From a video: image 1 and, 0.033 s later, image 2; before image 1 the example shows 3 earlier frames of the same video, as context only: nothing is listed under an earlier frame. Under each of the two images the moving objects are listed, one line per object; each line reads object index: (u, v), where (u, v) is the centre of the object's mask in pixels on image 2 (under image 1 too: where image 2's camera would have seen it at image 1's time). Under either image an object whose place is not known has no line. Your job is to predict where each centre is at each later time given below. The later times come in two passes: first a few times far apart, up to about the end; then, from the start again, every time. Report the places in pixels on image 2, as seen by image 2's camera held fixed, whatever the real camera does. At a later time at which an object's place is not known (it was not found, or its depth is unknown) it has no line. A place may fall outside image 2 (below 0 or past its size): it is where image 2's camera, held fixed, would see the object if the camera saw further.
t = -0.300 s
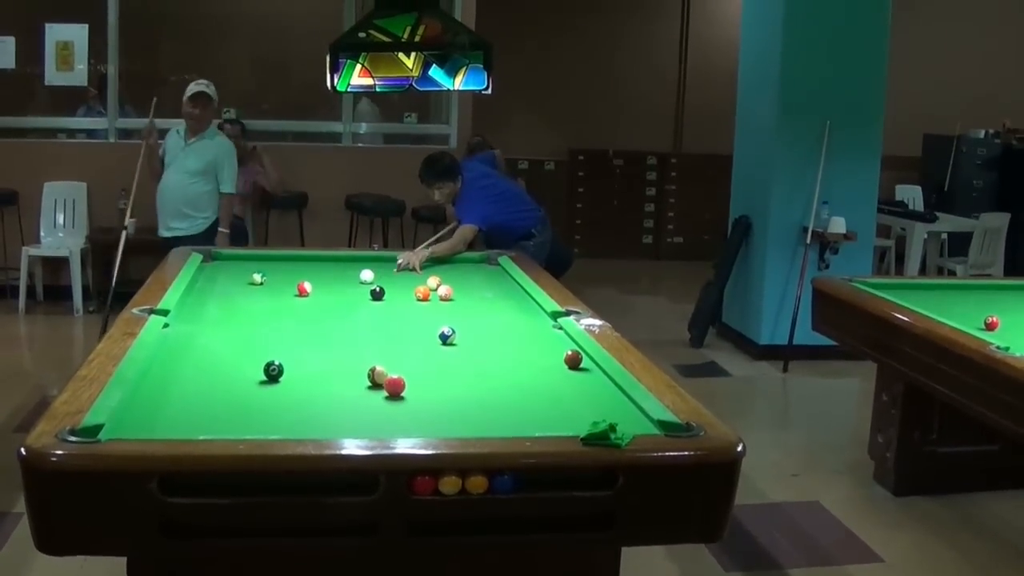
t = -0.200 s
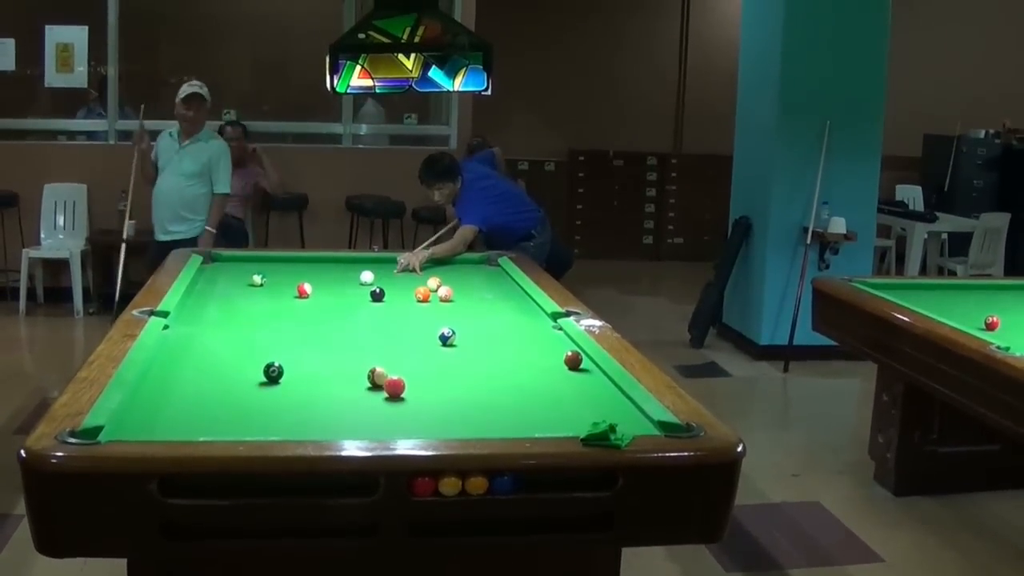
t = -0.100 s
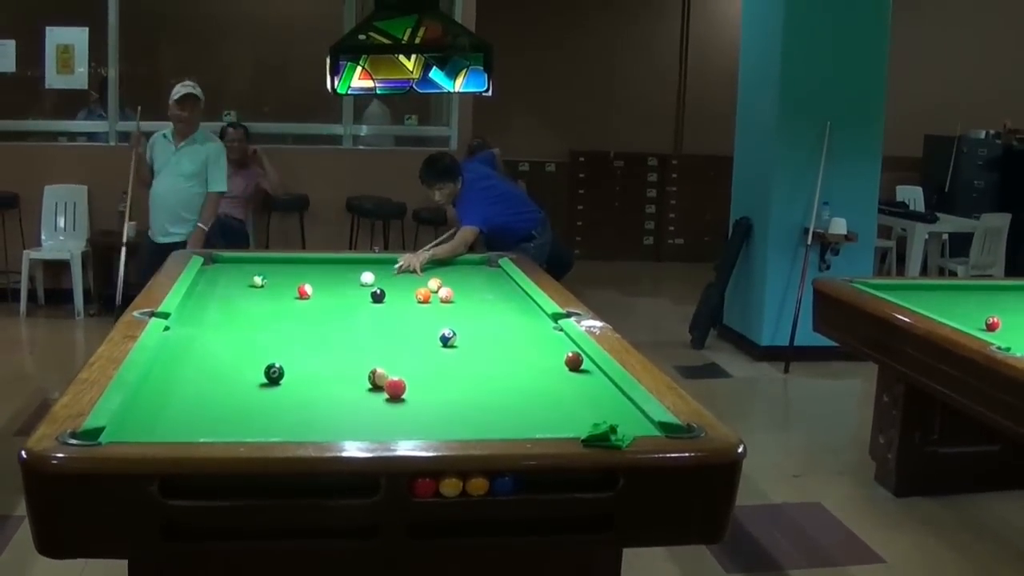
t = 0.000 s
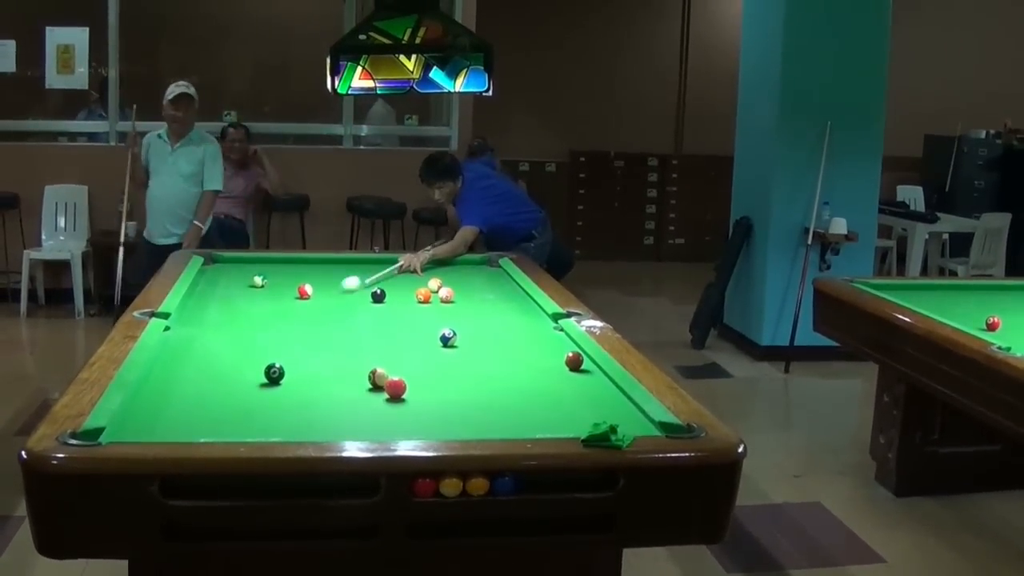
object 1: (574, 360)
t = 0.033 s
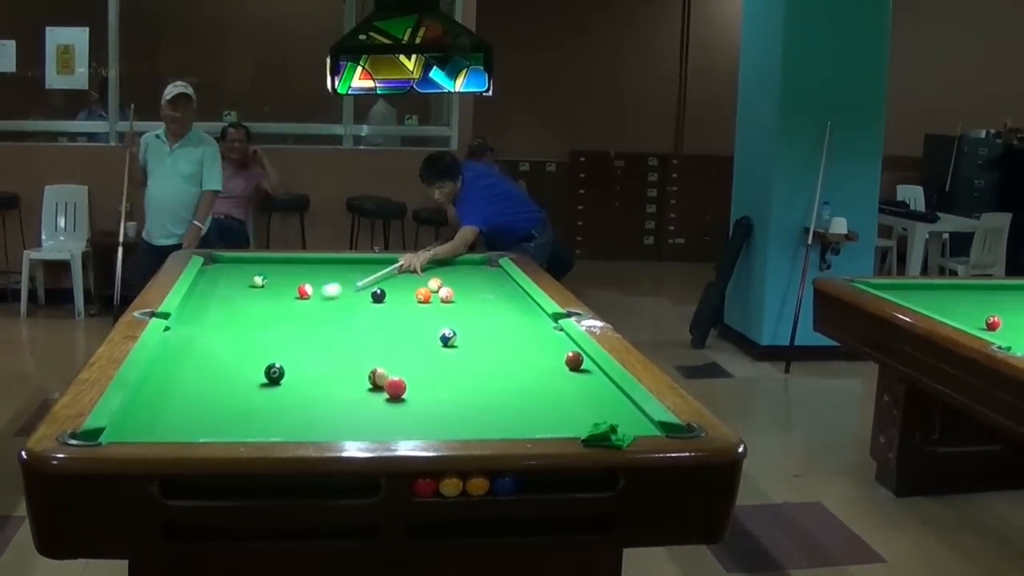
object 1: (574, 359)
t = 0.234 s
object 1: (574, 359)
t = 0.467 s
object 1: (574, 360)
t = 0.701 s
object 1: (574, 359)
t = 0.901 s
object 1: (574, 359)
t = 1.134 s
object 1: (565, 352)
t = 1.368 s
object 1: (516, 344)
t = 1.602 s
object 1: (472, 334)
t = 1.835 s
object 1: (432, 326)
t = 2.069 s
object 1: (394, 318)
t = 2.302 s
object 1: (360, 311)
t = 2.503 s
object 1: (333, 306)
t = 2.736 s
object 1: (304, 300)
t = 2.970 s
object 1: (277, 295)
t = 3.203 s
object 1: (252, 290)
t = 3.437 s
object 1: (229, 285)
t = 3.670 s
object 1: (207, 281)
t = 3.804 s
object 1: (204, 279)
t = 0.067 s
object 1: (574, 359)
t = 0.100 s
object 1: (574, 359)
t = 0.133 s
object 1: (574, 359)
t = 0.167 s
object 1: (574, 359)
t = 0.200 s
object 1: (574, 359)
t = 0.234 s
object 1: (574, 359)
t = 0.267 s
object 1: (574, 359)
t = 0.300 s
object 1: (574, 359)
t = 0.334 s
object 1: (574, 359)
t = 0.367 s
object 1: (574, 360)
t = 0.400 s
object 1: (574, 360)
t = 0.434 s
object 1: (574, 360)
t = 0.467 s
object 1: (574, 360)
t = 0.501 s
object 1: (574, 360)
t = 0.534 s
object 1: (574, 359)
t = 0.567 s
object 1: (574, 359)
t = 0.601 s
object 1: (574, 359)
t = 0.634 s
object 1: (574, 360)
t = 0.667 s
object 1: (574, 360)
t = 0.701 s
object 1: (574, 359)
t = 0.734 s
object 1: (574, 360)
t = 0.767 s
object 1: (574, 359)
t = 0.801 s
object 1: (574, 359)
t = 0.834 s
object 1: (574, 359)
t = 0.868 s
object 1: (574, 359)
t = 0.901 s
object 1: (574, 359)
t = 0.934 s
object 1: (574, 359)
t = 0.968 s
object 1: (574, 359)
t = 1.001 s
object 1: (574, 359)
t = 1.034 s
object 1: (575, 359)
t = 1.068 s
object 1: (581, 356)
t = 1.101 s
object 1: (575, 351)
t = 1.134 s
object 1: (565, 352)
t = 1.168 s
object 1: (557, 352)
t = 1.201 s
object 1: (550, 350)
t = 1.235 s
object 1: (543, 349)
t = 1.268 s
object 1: (536, 347)
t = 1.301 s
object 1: (529, 346)
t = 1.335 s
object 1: (523, 344)
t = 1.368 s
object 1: (516, 344)
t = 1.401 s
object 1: (509, 342)
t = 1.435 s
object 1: (503, 340)
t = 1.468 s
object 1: (497, 339)
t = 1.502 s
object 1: (490, 338)
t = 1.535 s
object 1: (484, 337)
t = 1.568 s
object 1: (478, 335)
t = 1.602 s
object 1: (472, 334)
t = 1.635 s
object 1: (466, 333)
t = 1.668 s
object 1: (461, 331)
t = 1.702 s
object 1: (456, 329)
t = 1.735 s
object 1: (449, 325)
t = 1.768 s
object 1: (441, 326)
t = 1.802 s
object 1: (436, 327)
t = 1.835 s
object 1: (432, 326)
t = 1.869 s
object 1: (426, 325)
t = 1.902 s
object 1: (420, 324)
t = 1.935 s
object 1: (415, 323)
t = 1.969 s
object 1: (410, 322)
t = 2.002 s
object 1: (405, 320)
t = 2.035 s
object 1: (399, 320)
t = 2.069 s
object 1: (394, 318)
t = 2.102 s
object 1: (389, 317)
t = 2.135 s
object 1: (384, 316)
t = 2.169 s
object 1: (379, 316)
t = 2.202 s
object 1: (374, 315)
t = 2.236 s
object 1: (369, 313)
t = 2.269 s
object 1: (364, 313)
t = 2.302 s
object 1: (360, 311)
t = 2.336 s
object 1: (355, 310)
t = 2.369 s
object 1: (350, 310)
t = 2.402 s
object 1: (346, 309)
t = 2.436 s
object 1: (342, 308)
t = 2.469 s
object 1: (337, 307)
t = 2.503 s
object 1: (333, 306)
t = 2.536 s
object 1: (328, 305)
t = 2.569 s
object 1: (324, 304)
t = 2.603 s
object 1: (320, 304)
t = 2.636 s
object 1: (316, 303)
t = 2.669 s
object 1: (312, 302)
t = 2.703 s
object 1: (308, 301)
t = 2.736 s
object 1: (304, 300)
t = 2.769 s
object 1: (300, 299)
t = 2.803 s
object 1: (296, 299)
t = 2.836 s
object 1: (292, 298)
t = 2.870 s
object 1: (288, 297)
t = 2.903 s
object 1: (284, 297)
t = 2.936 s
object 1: (281, 296)
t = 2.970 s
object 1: (277, 295)
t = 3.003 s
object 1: (273, 294)
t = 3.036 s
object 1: (269, 293)
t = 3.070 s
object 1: (266, 293)
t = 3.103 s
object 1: (262, 292)
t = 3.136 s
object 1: (259, 291)
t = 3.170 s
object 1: (255, 291)
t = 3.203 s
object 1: (252, 290)
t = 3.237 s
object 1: (249, 289)
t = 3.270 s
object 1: (245, 288)
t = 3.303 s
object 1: (242, 287)
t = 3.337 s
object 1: (238, 287)
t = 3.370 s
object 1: (235, 286)
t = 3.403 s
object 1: (231, 285)
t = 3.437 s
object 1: (229, 285)
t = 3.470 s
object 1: (225, 284)
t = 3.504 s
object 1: (222, 284)
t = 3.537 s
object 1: (219, 283)
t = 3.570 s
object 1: (216, 282)
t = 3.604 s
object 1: (212, 282)
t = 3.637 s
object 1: (210, 282)
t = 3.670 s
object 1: (207, 281)
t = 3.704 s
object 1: (203, 280)
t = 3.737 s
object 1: (201, 280)
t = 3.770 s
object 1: (203, 279)
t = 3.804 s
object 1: (204, 279)
